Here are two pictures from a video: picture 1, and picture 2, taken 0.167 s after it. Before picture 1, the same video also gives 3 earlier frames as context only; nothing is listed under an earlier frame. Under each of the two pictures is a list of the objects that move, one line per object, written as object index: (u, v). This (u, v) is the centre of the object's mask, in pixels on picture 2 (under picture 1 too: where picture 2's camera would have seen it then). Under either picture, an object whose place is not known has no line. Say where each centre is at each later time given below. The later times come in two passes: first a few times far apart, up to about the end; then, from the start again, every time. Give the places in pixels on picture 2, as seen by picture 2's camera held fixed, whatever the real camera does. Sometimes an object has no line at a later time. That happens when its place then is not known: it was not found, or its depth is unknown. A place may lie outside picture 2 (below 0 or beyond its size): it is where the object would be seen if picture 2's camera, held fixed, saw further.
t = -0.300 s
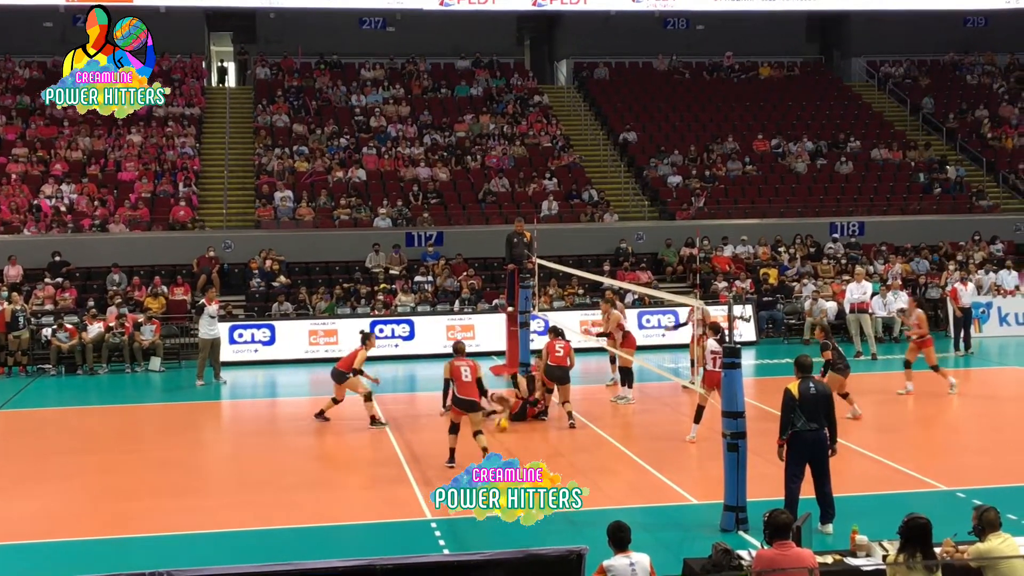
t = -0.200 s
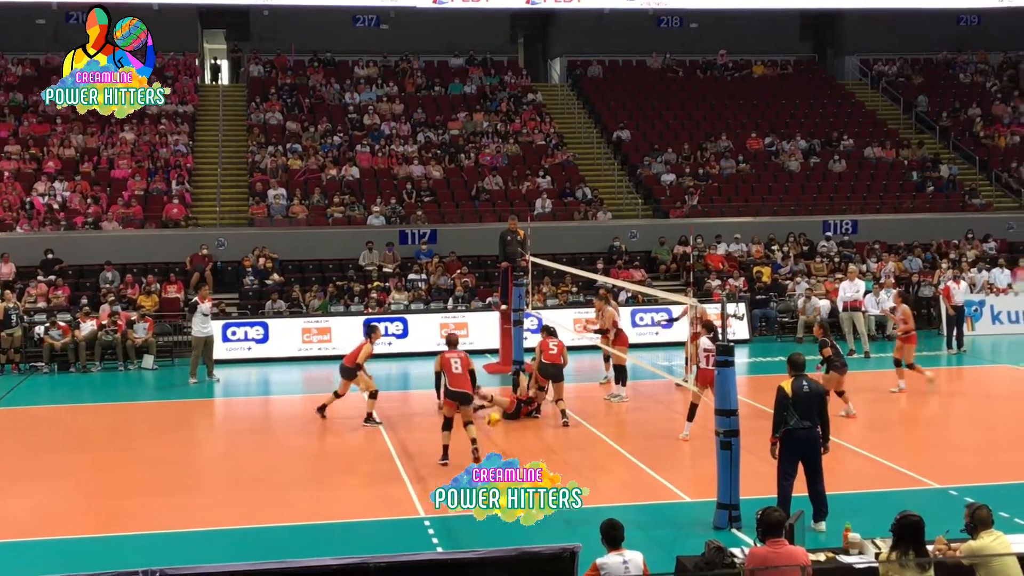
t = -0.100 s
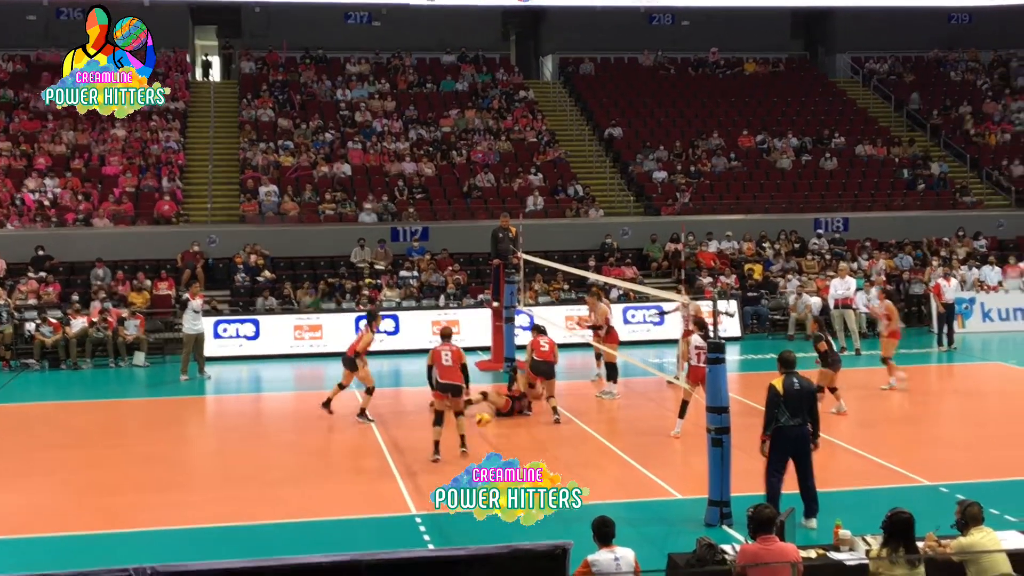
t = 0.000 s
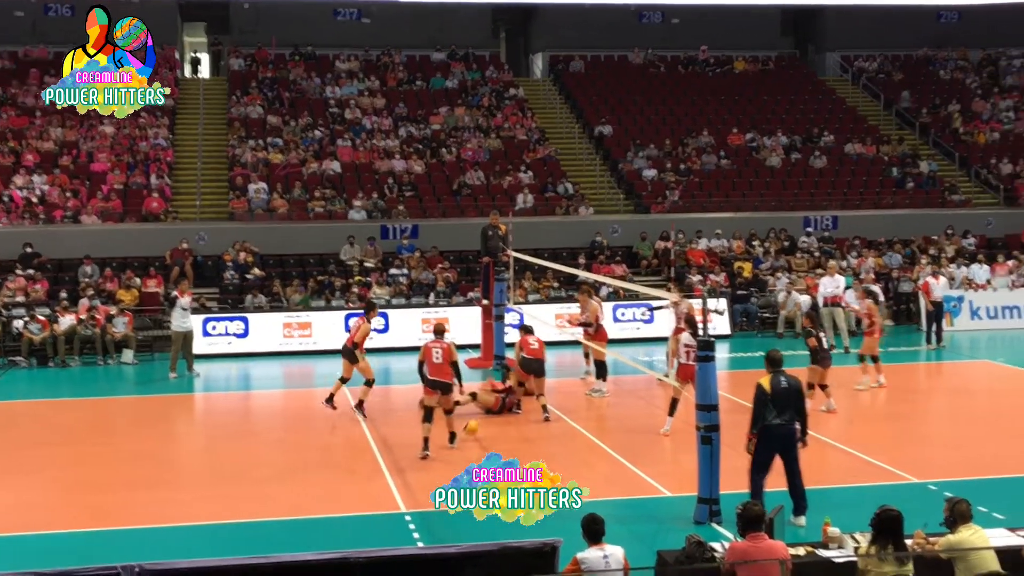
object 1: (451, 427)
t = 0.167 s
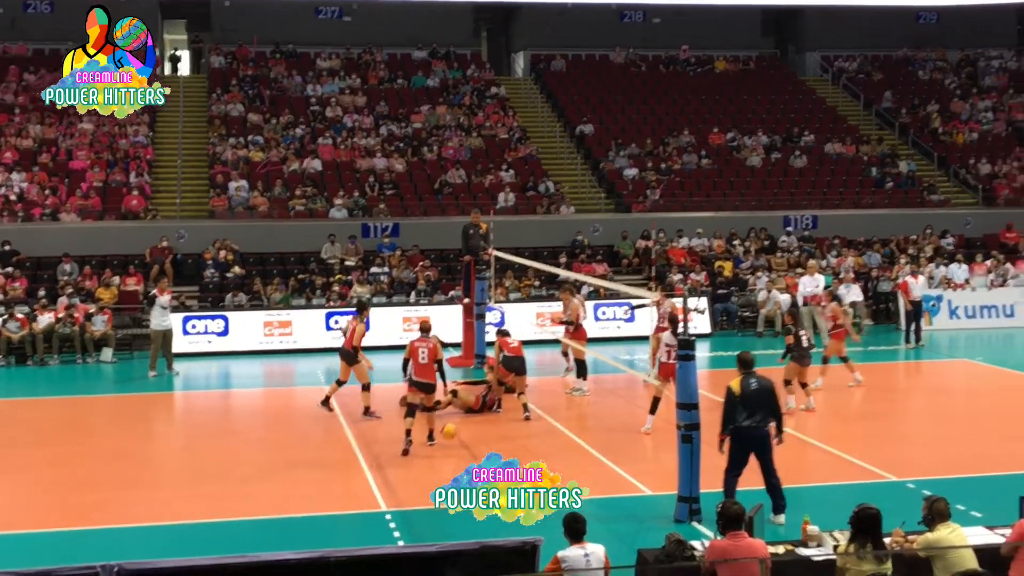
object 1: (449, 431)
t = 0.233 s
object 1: (447, 434)
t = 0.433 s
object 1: (443, 448)
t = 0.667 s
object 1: (437, 464)
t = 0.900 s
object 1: (433, 479)
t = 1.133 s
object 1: (426, 496)
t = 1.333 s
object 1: (421, 513)
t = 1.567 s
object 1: (413, 530)
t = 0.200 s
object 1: (448, 433)
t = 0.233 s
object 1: (447, 434)
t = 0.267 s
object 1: (447, 440)
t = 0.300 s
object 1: (446, 442)
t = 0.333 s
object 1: (444, 449)
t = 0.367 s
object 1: (444, 448)
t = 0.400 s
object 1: (444, 448)
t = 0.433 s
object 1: (443, 448)
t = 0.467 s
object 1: (442, 449)
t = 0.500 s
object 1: (441, 452)
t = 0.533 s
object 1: (441, 454)
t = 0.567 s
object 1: (440, 459)
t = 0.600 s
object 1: (439, 463)
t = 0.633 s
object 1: (439, 464)
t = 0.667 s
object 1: (437, 464)
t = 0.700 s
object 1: (437, 465)
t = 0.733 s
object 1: (437, 468)
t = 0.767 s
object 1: (436, 471)
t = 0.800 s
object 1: (435, 475)
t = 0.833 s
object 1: (434, 478)
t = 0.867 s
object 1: (433, 478)
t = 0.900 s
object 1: (433, 479)
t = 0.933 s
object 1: (431, 481)
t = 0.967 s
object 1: (431, 483)
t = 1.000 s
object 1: (431, 488)
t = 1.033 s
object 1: (428, 491)
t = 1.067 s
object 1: (427, 492)
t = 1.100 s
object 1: (427, 494)
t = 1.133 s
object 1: (426, 496)
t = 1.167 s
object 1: (425, 499)
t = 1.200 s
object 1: (425, 503)
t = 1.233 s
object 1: (423, 505)
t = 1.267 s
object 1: (422, 507)
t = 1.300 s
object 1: (422, 510)
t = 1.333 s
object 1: (421, 513)
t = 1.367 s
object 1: (419, 514)
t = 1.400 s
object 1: (418, 517)
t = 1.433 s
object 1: (417, 521)
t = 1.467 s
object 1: (416, 522)
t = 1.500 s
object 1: (415, 526)
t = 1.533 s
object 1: (414, 528)
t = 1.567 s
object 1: (413, 530)
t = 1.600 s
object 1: (412, 532)
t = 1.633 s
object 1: (411, 533)
